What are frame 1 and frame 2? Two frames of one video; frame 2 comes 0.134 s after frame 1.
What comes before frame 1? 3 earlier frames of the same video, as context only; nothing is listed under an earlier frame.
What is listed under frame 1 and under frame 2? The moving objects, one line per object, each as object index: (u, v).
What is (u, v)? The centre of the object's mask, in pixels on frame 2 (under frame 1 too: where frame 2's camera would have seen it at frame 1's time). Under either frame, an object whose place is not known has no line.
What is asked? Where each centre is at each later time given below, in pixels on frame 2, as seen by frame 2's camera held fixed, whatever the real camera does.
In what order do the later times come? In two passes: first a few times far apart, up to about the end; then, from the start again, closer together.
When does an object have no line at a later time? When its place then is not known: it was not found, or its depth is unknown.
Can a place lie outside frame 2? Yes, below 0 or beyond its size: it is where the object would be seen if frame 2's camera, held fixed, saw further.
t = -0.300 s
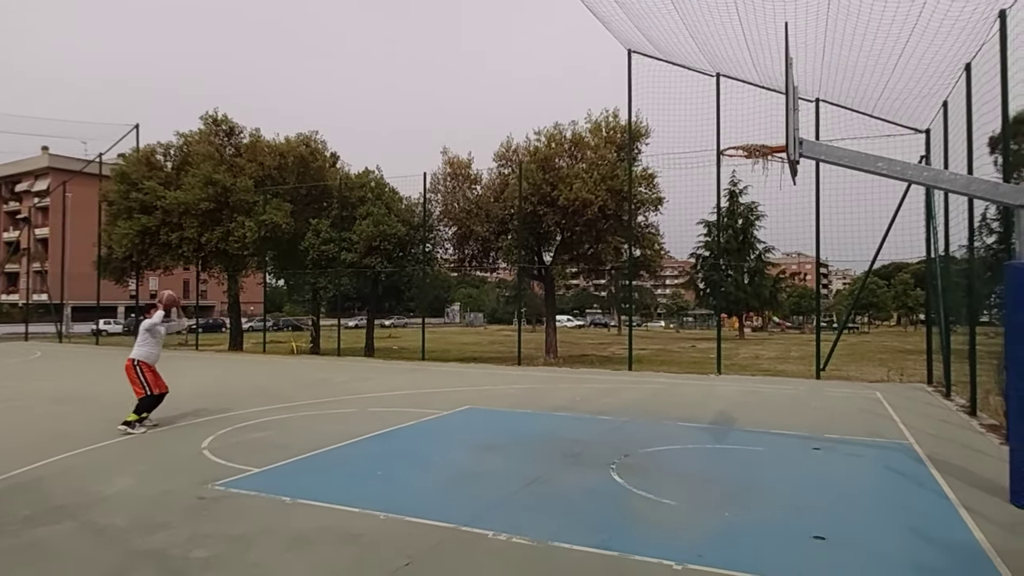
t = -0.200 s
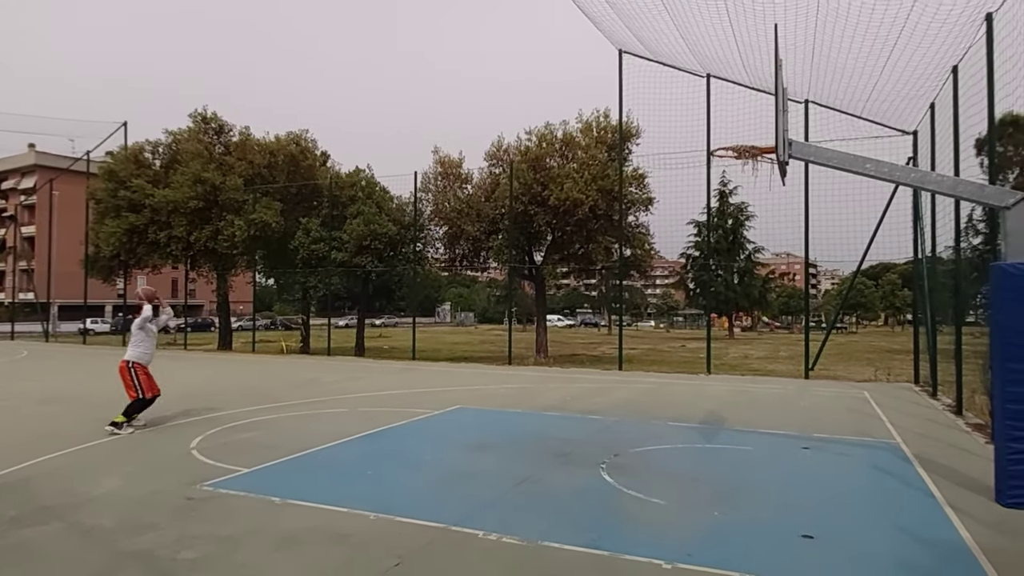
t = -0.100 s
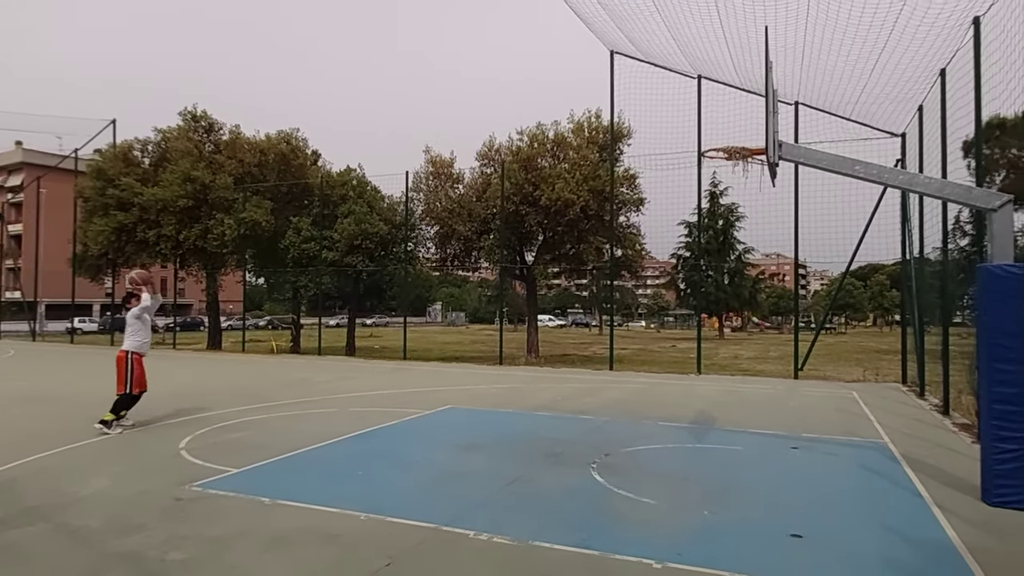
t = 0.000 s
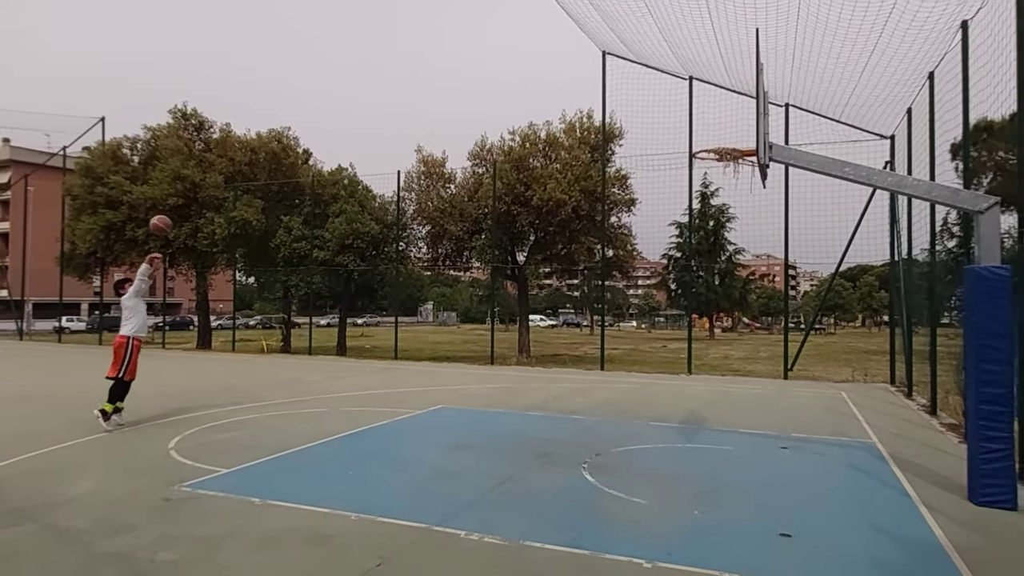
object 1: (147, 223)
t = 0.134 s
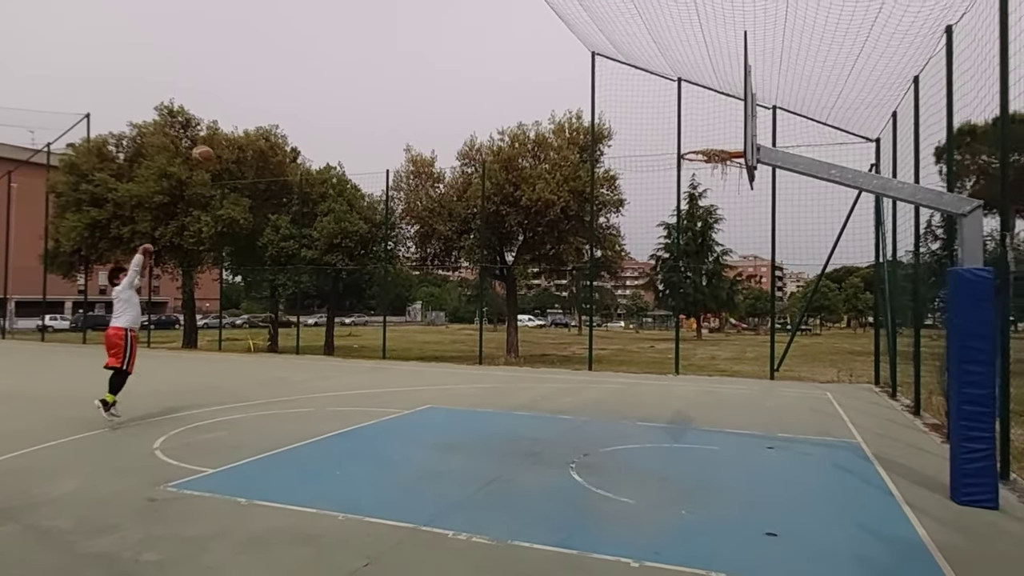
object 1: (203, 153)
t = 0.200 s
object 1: (231, 126)
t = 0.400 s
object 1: (317, 60)
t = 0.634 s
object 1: (423, 23)
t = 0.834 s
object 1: (515, 28)
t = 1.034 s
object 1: (612, 72)
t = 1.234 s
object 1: (715, 159)
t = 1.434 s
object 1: (794, 288)
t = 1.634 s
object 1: (885, 476)
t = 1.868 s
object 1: (905, 321)
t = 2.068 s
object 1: (923, 227)
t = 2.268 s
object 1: (892, 269)
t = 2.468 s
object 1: (855, 369)
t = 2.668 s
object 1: (831, 422)
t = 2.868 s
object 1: (818, 337)
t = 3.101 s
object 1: (806, 295)
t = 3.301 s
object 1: (795, 297)
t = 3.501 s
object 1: (785, 337)
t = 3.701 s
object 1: (777, 411)
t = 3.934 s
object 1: (767, 375)
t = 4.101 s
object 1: (760, 343)
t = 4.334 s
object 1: (749, 340)
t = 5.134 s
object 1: (723, 362)
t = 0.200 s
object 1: (231, 126)
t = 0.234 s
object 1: (245, 113)
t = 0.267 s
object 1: (259, 101)
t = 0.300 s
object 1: (274, 90)
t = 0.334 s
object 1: (288, 79)
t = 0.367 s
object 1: (303, 69)
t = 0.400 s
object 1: (317, 60)
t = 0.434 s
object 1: (332, 52)
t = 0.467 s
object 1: (347, 45)
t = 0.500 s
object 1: (362, 39)
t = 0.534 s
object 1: (377, 33)
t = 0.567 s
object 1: (392, 29)
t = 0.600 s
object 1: (407, 25)
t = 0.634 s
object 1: (423, 23)
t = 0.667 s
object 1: (438, 21)
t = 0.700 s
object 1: (453, 20)
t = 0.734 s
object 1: (468, 21)
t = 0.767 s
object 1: (484, 22)
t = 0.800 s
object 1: (499, 25)
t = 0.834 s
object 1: (515, 28)
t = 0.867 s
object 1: (530, 33)
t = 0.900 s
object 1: (546, 38)
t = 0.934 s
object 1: (563, 45)
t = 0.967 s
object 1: (579, 53)
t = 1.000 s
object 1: (595, 62)
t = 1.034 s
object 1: (612, 72)
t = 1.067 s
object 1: (629, 83)
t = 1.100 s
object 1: (646, 96)
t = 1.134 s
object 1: (663, 110)
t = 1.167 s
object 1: (680, 125)
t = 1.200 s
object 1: (697, 140)
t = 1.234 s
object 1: (715, 159)
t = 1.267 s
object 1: (730, 178)
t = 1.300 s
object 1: (743, 197)
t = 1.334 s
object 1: (757, 218)
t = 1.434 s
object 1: (794, 288)
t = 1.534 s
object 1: (839, 378)
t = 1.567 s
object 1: (855, 409)
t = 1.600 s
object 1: (870, 441)
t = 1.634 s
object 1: (885, 476)
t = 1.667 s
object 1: (889, 455)
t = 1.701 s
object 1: (892, 430)
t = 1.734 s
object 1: (894, 406)
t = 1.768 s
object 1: (897, 383)
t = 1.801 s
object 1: (899, 361)
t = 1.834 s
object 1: (902, 340)
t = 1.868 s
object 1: (905, 321)
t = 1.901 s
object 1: (908, 302)
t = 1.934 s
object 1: (910, 283)
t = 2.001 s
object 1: (917, 253)
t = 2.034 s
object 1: (920, 240)
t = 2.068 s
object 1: (923, 227)
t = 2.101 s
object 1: (924, 219)
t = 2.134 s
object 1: (917, 227)
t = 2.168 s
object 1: (911, 237)
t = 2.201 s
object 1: (904, 247)
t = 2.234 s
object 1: (898, 257)
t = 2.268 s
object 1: (892, 269)
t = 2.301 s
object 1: (885, 284)
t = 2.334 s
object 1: (880, 299)
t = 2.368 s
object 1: (872, 316)
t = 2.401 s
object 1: (867, 332)
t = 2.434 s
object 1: (861, 351)
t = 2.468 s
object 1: (855, 369)
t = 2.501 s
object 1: (851, 391)
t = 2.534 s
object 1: (846, 410)
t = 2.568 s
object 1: (840, 431)
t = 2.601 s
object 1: (835, 453)
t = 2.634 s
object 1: (833, 441)
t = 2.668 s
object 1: (831, 422)
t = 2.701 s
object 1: (829, 406)
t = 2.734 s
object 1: (828, 391)
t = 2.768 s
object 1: (825, 376)
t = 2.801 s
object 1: (822, 360)
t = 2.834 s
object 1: (820, 348)
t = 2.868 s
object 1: (818, 337)
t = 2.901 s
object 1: (817, 328)
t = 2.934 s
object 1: (814, 321)
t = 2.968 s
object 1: (813, 313)
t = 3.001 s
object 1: (811, 306)
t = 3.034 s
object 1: (810, 302)
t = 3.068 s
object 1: (808, 299)
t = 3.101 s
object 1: (806, 295)
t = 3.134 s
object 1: (803, 292)
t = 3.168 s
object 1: (801, 291)
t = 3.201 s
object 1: (800, 292)
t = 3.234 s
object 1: (798, 294)
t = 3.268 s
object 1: (796, 295)
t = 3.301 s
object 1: (795, 297)
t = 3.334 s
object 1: (793, 302)
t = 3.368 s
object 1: (791, 308)
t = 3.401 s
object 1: (790, 313)
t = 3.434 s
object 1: (789, 320)
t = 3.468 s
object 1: (788, 328)
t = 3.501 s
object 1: (785, 337)
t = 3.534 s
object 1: (784, 346)
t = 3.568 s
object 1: (783, 357)
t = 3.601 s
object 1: (781, 372)
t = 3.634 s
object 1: (780, 385)
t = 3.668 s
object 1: (779, 397)
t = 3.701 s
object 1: (777, 411)
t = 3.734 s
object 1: (775, 427)
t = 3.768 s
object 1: (774, 435)
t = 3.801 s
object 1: (772, 421)
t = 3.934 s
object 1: (767, 375)
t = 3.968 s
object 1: (765, 369)
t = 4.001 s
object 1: (764, 361)
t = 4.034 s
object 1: (762, 355)
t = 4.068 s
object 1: (760, 349)
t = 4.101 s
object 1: (760, 343)
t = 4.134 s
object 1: (758, 340)
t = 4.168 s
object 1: (757, 337)
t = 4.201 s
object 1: (756, 336)
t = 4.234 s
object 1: (754, 335)
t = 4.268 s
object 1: (753, 336)
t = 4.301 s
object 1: (751, 338)
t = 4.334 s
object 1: (749, 340)
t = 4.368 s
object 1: (749, 343)
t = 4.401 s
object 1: (749, 347)
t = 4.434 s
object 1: (747, 352)
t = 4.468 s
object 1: (744, 359)
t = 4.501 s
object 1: (745, 362)
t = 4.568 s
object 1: (740, 382)
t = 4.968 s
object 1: (728, 367)
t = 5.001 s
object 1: (727, 364)
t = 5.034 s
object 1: (727, 364)
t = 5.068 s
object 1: (725, 362)
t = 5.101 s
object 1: (724, 361)
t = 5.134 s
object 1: (723, 362)
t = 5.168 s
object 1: (722, 362)
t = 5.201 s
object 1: (720, 364)
